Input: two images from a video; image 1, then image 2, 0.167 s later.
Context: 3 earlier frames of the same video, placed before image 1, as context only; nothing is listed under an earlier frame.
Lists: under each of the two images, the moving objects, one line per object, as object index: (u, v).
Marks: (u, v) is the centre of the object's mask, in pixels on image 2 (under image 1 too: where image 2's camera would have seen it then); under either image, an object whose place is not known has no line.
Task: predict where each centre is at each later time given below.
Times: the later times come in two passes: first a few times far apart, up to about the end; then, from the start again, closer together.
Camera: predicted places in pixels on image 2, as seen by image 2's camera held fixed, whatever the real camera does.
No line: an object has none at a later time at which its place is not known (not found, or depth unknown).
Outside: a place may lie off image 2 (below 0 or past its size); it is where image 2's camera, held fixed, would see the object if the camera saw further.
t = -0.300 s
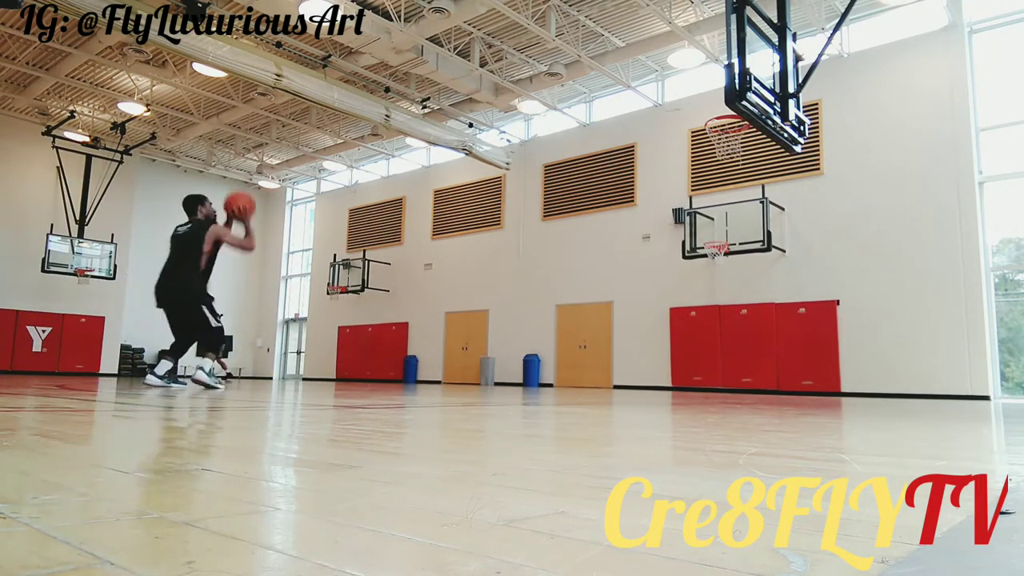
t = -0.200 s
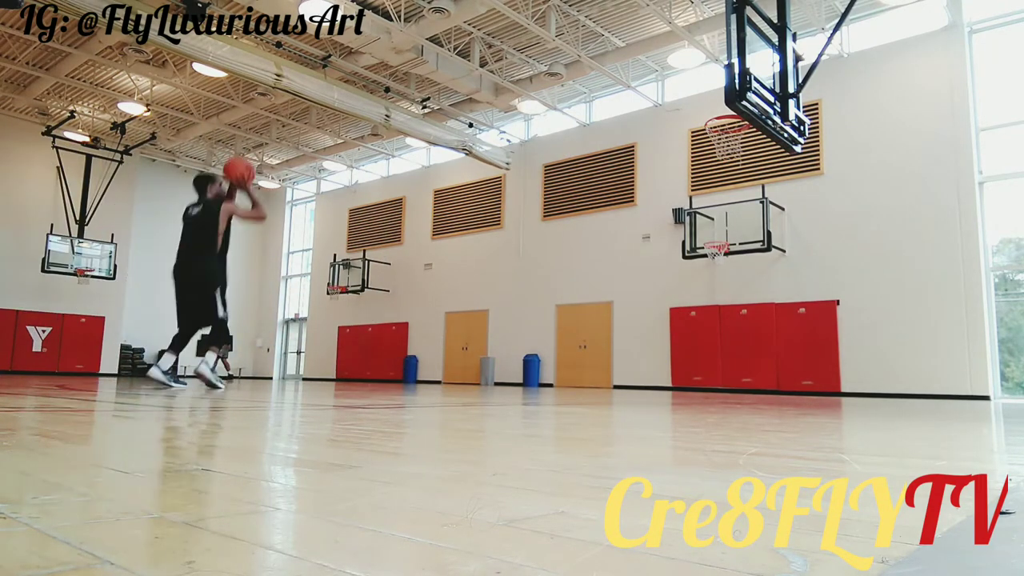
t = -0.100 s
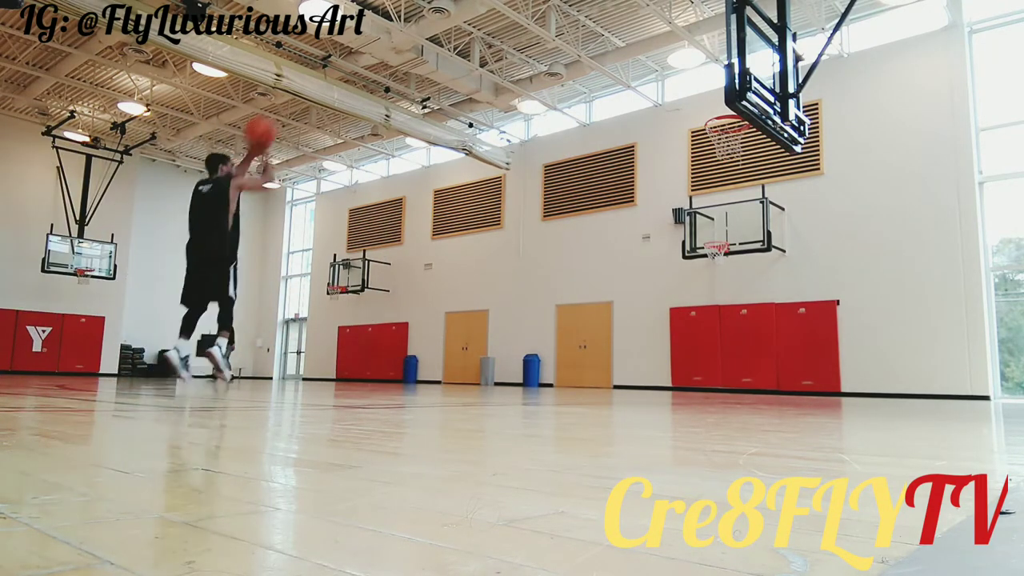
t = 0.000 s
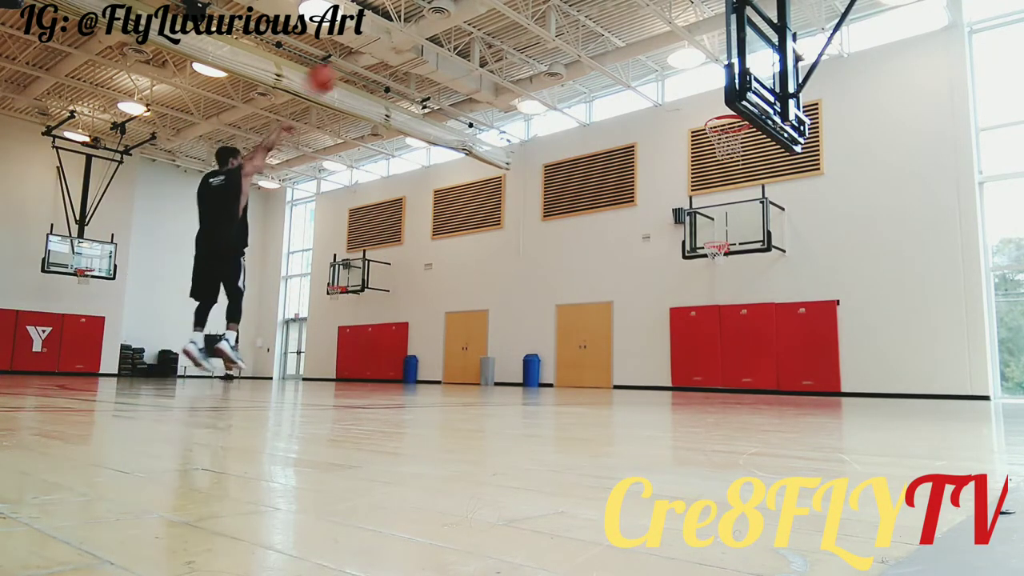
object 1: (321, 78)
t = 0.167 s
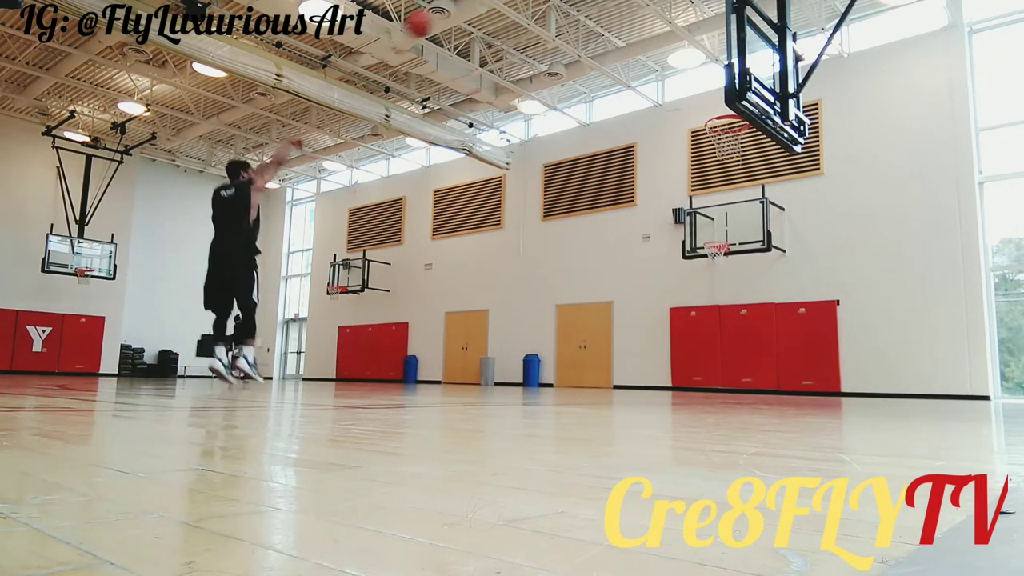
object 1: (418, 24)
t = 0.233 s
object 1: (453, 11)
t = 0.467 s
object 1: (561, 6)
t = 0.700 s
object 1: (653, 40)
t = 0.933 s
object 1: (734, 123)
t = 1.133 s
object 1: (710, 154)
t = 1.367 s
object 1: (694, 224)
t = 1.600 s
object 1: (678, 355)
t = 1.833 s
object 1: (671, 296)
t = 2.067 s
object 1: (670, 229)
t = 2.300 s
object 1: (668, 212)
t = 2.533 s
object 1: (666, 252)
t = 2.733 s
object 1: (664, 342)
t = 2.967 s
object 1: (659, 310)
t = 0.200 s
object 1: (436, 17)
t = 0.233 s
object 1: (453, 11)
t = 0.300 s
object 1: (486, 7)
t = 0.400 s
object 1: (532, 5)
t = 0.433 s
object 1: (547, 5)
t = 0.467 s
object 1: (561, 6)
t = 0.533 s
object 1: (589, 9)
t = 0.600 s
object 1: (615, 17)
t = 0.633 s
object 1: (628, 23)
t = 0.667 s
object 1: (641, 31)
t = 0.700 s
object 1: (653, 40)
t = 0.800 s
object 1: (690, 68)
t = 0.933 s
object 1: (734, 123)
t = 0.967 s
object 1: (732, 127)
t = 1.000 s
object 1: (720, 136)
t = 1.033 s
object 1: (717, 139)
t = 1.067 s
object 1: (715, 143)
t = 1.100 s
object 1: (712, 148)
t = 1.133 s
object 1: (710, 154)
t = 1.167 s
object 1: (709, 160)
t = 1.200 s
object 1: (706, 169)
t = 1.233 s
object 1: (704, 178)
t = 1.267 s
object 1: (701, 188)
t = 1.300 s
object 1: (699, 199)
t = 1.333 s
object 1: (696, 211)
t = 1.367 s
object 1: (694, 224)
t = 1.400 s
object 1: (691, 240)
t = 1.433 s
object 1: (690, 255)
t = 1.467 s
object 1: (687, 273)
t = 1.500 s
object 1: (685, 290)
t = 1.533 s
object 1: (683, 309)
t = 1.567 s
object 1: (686, 329)
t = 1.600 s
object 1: (678, 355)
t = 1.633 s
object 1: (676, 379)
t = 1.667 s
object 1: (675, 373)
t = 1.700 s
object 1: (675, 356)
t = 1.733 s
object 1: (674, 339)
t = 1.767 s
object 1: (674, 324)
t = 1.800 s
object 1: (672, 310)
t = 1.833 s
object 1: (671, 296)
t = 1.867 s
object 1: (671, 284)
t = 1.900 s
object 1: (671, 272)
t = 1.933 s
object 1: (670, 262)
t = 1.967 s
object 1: (670, 252)
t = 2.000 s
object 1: (670, 243)
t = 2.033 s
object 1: (670, 235)
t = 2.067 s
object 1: (670, 229)
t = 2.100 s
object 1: (669, 223)
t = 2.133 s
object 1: (669, 219)
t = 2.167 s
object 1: (669, 215)
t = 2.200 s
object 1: (669, 213)
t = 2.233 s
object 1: (669, 211)
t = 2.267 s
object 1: (669, 211)
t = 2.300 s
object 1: (668, 212)
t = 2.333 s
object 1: (668, 214)
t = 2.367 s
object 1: (668, 217)
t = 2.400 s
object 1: (667, 221)
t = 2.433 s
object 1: (667, 227)
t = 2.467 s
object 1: (666, 234)
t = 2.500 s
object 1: (666, 242)
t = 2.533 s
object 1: (666, 252)
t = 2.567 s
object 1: (665, 263)
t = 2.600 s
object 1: (665, 276)
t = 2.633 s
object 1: (665, 290)
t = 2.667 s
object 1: (665, 306)
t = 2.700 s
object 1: (665, 323)
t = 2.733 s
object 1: (664, 342)
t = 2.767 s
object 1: (664, 364)
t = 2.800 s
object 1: (664, 381)
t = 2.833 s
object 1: (663, 365)
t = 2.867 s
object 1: (662, 350)
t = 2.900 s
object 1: (662, 335)
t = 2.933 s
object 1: (661, 322)
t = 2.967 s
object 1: (659, 310)
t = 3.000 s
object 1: (658, 299)
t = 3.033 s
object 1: (657, 290)
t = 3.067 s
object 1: (656, 281)
